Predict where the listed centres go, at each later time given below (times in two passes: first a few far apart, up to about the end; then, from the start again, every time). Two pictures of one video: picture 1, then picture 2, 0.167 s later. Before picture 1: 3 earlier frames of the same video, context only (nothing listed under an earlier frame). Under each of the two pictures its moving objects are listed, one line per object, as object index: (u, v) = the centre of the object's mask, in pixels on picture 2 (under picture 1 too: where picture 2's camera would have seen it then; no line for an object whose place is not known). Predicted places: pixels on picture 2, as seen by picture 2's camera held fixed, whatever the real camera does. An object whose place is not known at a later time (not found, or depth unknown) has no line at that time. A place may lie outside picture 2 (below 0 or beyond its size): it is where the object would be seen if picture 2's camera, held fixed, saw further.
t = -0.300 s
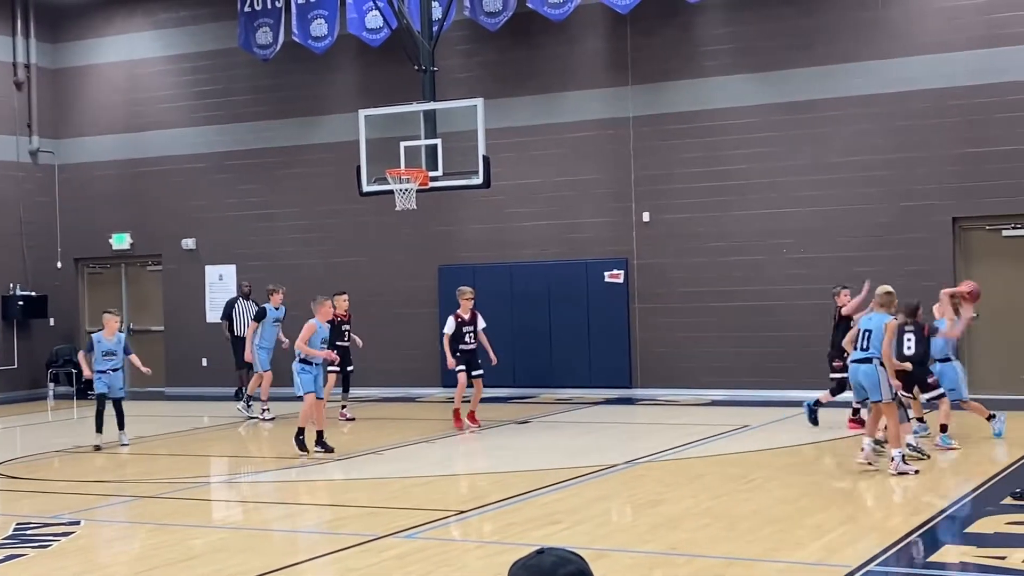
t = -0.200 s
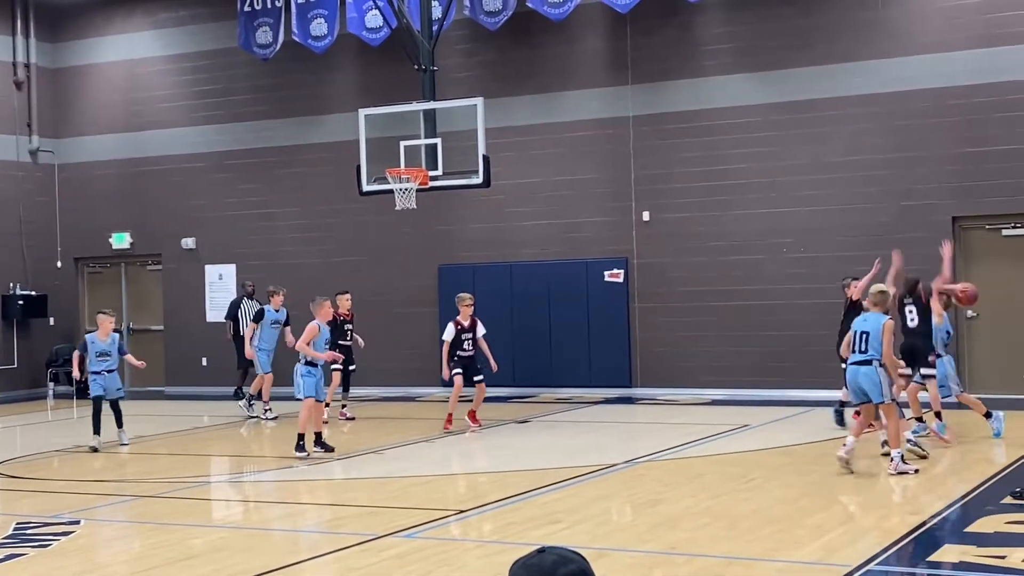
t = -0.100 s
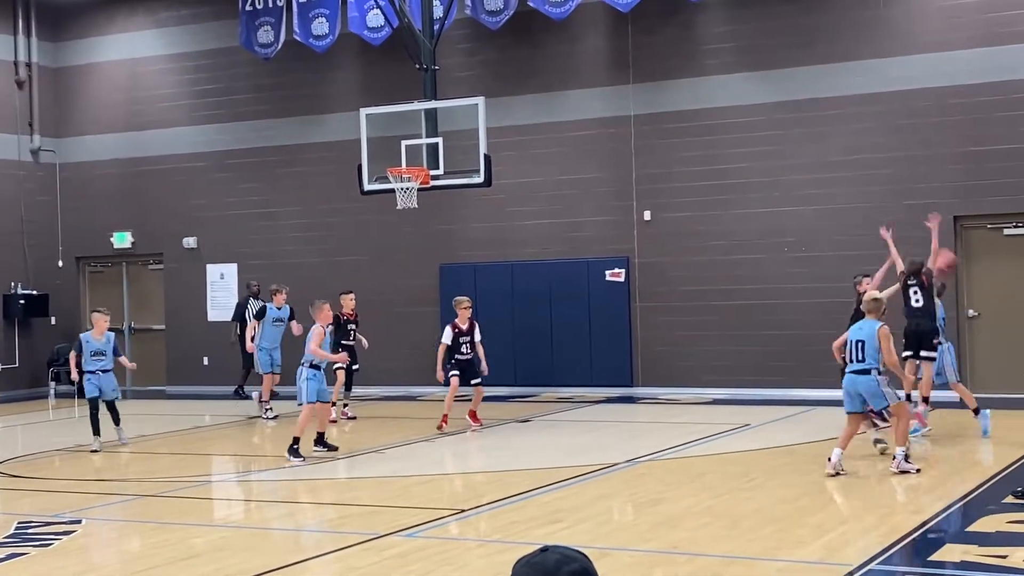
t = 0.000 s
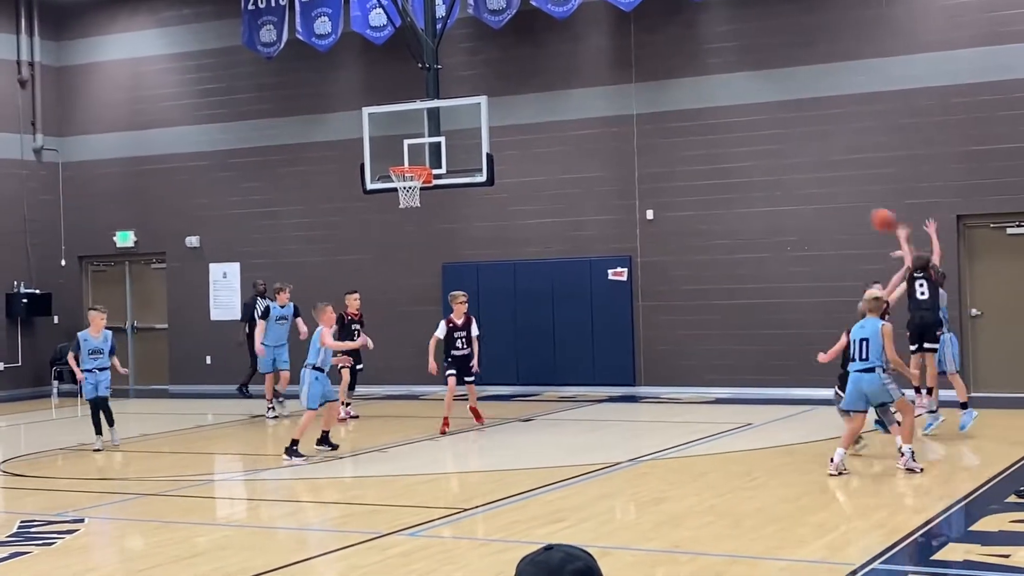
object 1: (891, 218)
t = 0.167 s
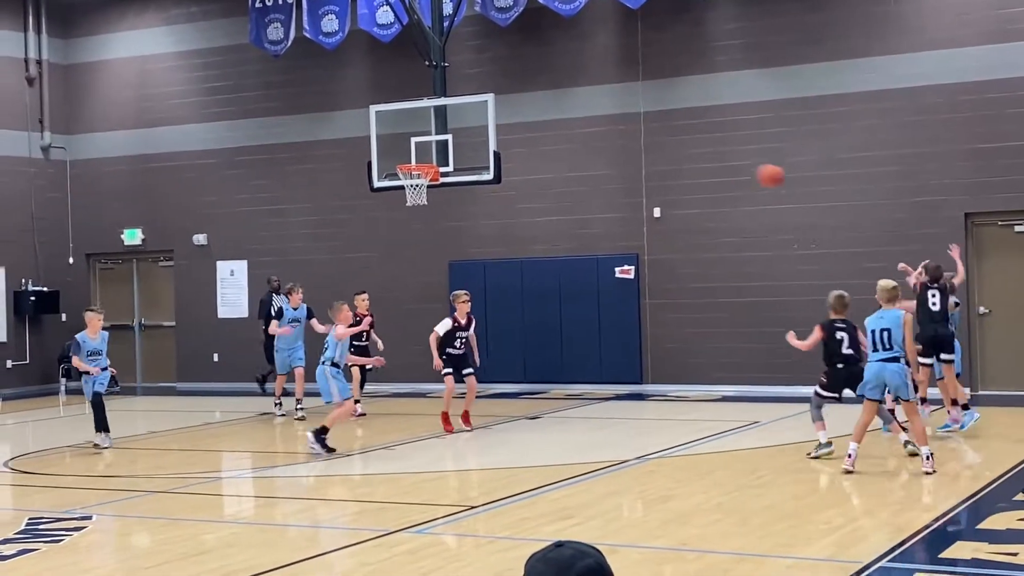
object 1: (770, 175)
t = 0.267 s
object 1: (700, 165)
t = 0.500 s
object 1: (540, 179)
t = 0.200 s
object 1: (747, 170)
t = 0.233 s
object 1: (725, 167)
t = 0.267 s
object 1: (700, 165)
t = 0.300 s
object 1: (677, 164)
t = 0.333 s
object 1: (654, 163)
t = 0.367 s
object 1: (631, 164)
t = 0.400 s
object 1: (608, 165)
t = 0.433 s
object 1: (585, 169)
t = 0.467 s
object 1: (563, 173)
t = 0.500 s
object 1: (540, 179)
